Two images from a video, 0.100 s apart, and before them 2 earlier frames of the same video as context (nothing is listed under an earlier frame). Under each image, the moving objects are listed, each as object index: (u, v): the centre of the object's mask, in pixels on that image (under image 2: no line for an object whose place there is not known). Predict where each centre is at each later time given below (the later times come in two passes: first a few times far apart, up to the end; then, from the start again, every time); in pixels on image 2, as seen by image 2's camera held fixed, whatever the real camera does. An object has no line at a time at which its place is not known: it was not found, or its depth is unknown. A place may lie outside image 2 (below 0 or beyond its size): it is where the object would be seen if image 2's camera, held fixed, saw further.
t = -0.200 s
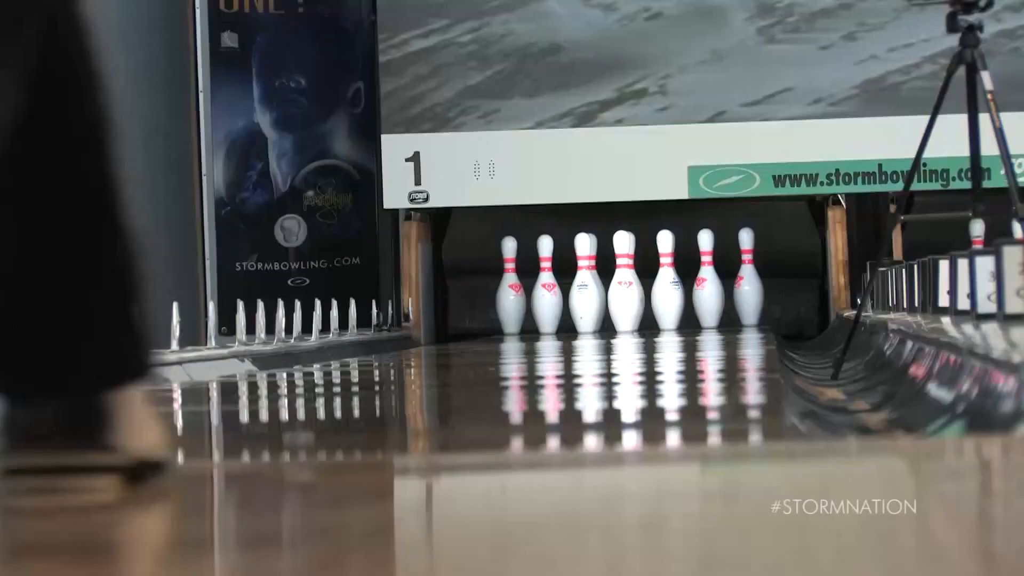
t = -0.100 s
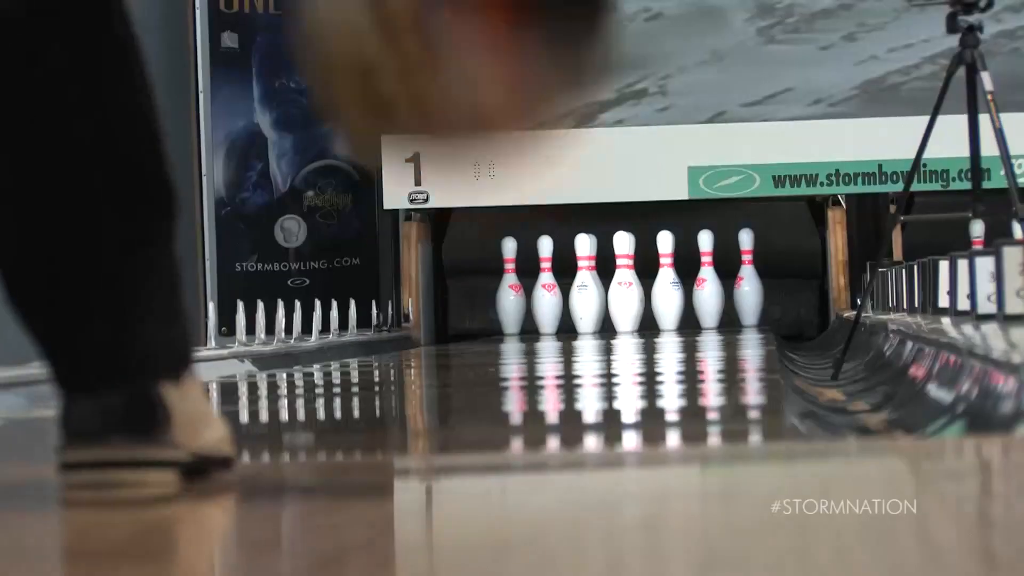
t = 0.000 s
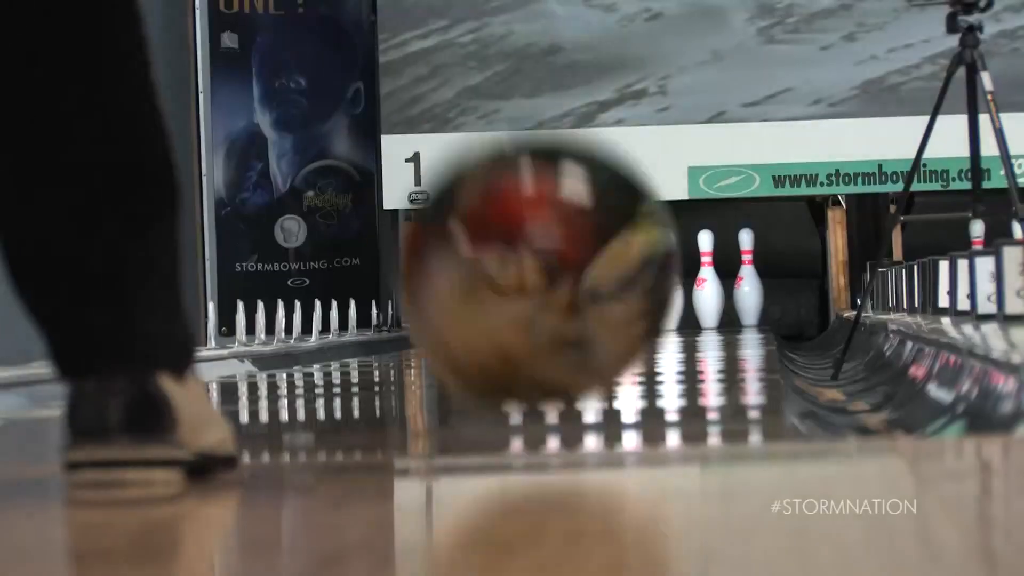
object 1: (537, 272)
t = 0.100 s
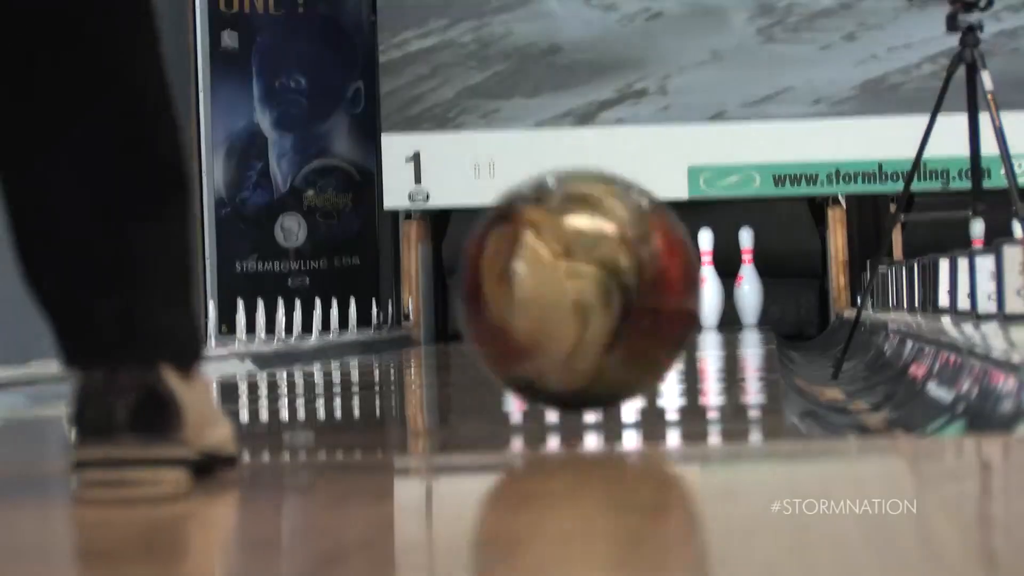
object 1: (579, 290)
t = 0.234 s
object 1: (617, 304)
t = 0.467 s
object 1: (658, 305)
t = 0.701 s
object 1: (681, 303)
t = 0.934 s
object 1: (695, 302)
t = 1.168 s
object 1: (703, 302)
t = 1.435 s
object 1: (708, 302)
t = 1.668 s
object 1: (709, 302)
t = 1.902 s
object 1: (704, 300)
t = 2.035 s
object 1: (698, 300)
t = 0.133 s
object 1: (589, 302)
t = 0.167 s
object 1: (599, 304)
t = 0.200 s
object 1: (609, 305)
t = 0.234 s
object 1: (617, 304)
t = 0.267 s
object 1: (624, 304)
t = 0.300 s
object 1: (632, 305)
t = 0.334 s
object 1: (638, 305)
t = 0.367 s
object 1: (643, 305)
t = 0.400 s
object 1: (648, 305)
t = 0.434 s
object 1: (653, 306)
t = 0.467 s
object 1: (658, 305)
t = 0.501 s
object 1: (662, 306)
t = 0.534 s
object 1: (666, 305)
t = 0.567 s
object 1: (669, 304)
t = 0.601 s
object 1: (672, 304)
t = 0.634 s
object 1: (675, 304)
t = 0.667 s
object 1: (678, 304)
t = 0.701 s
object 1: (681, 303)
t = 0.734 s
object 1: (683, 303)
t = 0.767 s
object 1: (686, 302)
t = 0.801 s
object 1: (688, 303)
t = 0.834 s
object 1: (690, 303)
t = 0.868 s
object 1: (692, 303)
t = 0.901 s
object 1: (693, 303)
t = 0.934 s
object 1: (695, 302)
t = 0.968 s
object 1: (696, 302)
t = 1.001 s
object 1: (698, 302)
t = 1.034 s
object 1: (699, 303)
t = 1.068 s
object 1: (700, 302)
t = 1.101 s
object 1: (701, 302)
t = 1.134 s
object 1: (702, 302)
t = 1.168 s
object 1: (703, 302)
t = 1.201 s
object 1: (704, 302)
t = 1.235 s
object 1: (704, 302)
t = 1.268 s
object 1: (705, 302)
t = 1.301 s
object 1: (706, 302)
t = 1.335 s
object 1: (706, 302)
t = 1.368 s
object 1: (707, 302)
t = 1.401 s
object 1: (707, 302)
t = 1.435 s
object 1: (708, 302)
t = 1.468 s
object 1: (708, 302)
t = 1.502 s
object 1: (708, 302)
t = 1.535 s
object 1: (708, 302)
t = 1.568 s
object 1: (709, 302)
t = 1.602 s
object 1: (709, 301)
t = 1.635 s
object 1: (709, 302)
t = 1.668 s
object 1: (709, 302)
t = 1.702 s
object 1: (708, 302)
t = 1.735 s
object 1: (708, 302)
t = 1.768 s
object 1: (708, 302)
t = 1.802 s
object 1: (707, 301)
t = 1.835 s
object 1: (706, 301)
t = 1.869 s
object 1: (705, 300)
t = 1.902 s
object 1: (704, 300)
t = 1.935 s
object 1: (703, 300)
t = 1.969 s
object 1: (702, 300)
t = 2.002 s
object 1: (700, 300)
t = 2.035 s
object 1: (698, 300)
